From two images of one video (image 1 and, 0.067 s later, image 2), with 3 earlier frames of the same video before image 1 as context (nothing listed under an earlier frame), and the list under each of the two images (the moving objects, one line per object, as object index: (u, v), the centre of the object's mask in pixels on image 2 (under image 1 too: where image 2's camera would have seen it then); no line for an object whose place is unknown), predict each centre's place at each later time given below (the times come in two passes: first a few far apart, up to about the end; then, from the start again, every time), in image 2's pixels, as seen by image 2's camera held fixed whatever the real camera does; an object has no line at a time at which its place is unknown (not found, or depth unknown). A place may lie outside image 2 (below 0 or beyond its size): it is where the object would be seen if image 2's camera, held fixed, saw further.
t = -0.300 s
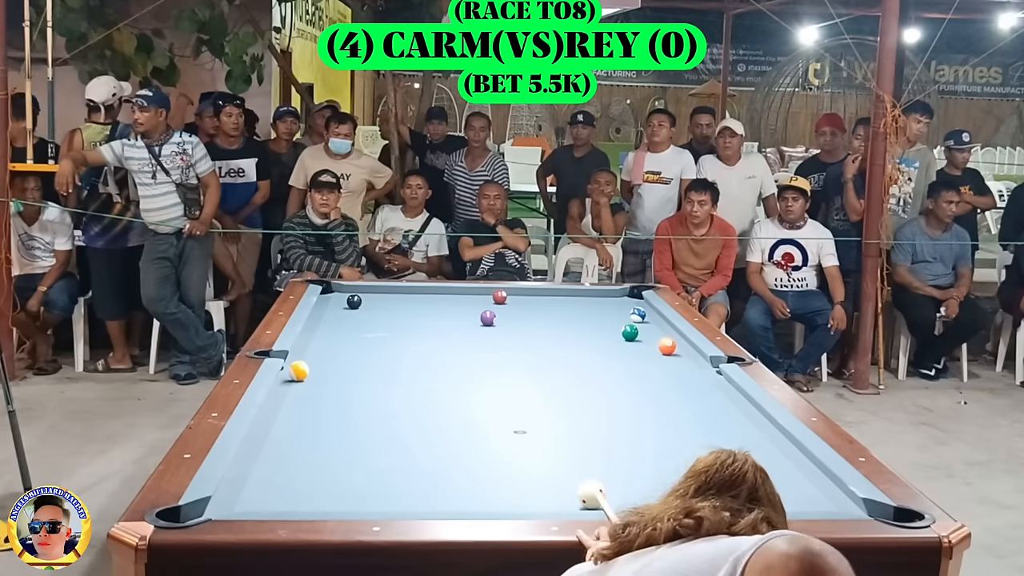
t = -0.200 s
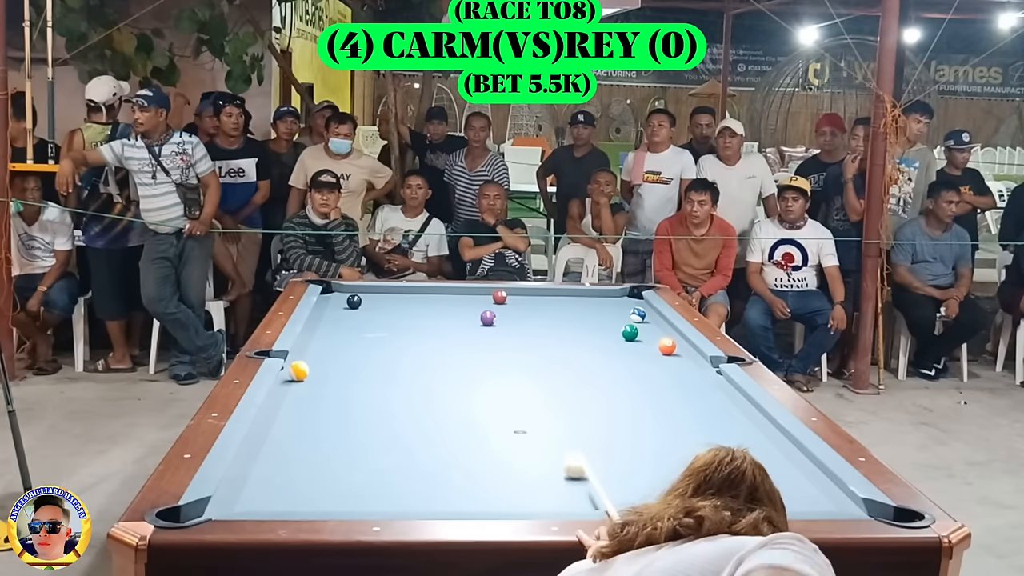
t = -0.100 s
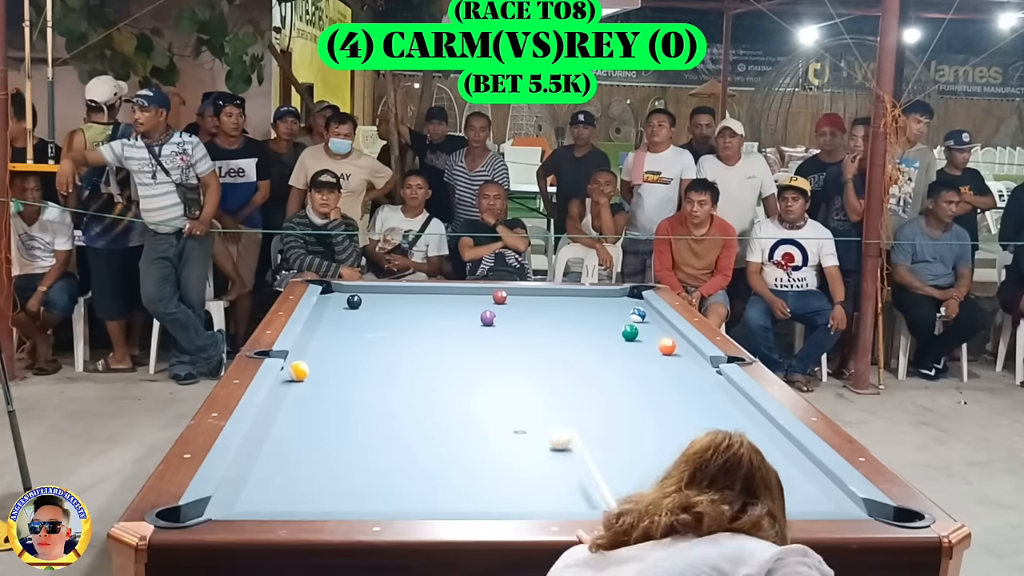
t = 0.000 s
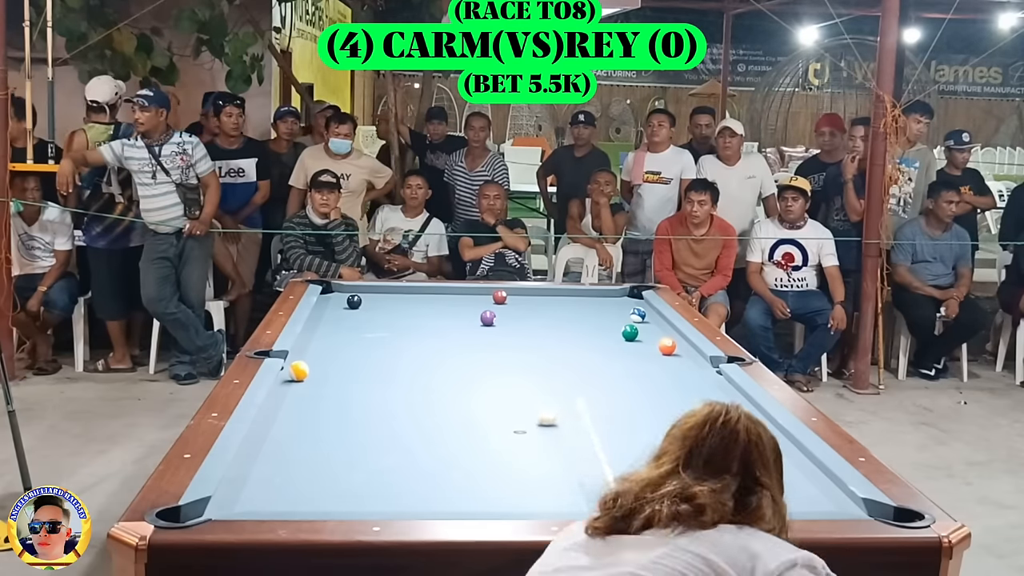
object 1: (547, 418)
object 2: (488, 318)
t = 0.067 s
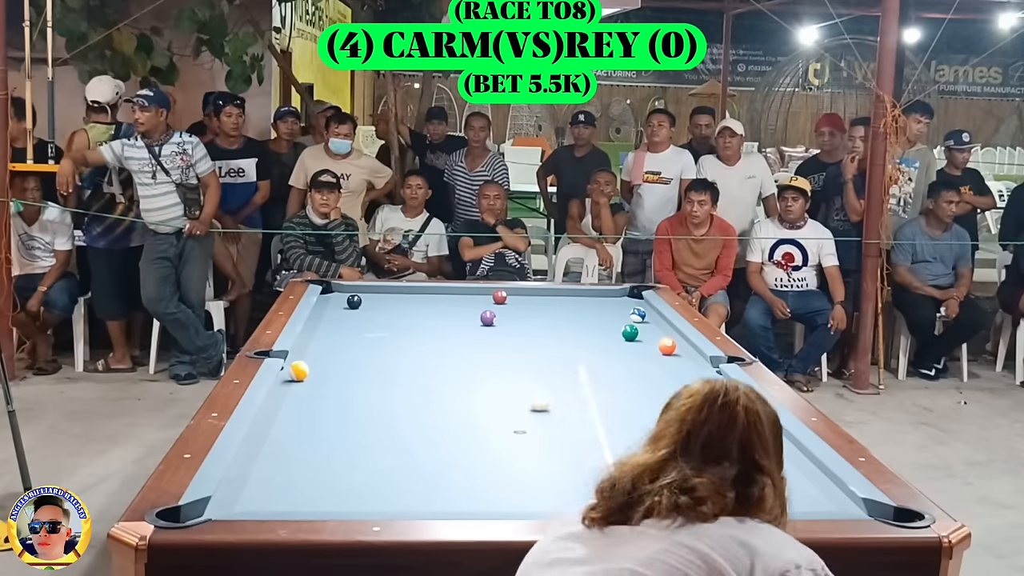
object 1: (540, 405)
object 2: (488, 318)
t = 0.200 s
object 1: (526, 379)
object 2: (488, 318)
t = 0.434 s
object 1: (506, 341)
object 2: (488, 318)
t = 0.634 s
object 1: (501, 320)
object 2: (481, 315)
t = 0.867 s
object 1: (529, 313)
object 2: (443, 300)
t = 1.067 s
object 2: (419, 290)
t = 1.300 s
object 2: (401, 294)
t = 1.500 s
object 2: (388, 299)
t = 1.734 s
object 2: (371, 305)
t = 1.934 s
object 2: (358, 310)
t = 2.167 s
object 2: (341, 316)
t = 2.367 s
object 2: (325, 322)
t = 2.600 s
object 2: (312, 328)
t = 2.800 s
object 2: (317, 333)
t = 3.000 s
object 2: (322, 337)
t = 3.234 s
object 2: (328, 342)
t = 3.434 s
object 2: (333, 347)
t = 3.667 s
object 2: (339, 352)
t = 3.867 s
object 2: (344, 357)
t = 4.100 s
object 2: (350, 362)
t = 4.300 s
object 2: (354, 366)
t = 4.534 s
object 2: (359, 370)
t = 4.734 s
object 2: (364, 374)
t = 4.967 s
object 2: (369, 378)
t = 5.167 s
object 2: (374, 381)
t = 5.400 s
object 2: (379, 385)
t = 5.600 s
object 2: (383, 388)
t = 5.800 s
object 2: (386, 390)
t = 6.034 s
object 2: (390, 393)
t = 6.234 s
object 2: (393, 395)
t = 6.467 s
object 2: (396, 397)
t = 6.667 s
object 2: (398, 399)
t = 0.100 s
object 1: (536, 398)
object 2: (488, 318)
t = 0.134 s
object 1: (532, 391)
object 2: (488, 318)
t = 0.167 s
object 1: (530, 385)
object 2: (488, 318)
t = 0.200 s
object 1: (526, 379)
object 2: (488, 318)
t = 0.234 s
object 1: (522, 370)
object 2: (488, 318)
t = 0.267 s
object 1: (520, 365)
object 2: (488, 318)
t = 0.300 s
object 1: (517, 360)
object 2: (488, 318)
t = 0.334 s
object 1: (514, 355)
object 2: (488, 318)
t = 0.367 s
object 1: (511, 350)
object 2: (488, 318)
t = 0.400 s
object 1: (508, 345)
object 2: (488, 318)
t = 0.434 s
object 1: (506, 341)
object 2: (488, 318)
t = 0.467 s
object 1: (504, 336)
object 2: (488, 318)
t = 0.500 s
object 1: (501, 333)
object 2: (488, 318)
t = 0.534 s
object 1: (500, 328)
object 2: (487, 318)
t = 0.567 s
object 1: (497, 325)
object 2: (486, 317)
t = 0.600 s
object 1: (496, 321)
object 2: (485, 317)
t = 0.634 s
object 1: (501, 320)
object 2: (481, 315)
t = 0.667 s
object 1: (506, 319)
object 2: (474, 312)
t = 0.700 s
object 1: (511, 319)
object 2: (468, 310)
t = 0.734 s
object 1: (515, 318)
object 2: (462, 308)
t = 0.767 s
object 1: (519, 317)
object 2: (457, 306)
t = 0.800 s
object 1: (523, 315)
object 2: (452, 304)
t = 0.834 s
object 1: (526, 314)
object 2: (448, 302)
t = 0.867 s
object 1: (529, 313)
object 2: (443, 300)
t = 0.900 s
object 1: (532, 311)
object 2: (439, 298)
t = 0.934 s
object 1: (536, 310)
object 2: (434, 297)
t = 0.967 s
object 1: (537, 309)
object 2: (430, 296)
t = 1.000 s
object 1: (537, 307)
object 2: (426, 294)
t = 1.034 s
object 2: (423, 292)
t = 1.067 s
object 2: (419, 290)
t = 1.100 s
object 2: (414, 289)
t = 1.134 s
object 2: (412, 289)
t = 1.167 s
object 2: (410, 290)
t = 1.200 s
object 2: (408, 291)
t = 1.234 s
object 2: (405, 293)
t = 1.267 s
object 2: (403, 293)
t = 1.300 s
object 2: (401, 294)
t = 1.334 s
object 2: (399, 295)
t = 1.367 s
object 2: (397, 296)
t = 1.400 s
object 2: (395, 296)
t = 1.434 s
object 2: (392, 297)
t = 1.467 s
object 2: (390, 299)
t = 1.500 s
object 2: (388, 299)
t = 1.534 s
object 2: (385, 300)
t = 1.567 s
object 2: (383, 301)
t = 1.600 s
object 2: (380, 301)
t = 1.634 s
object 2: (378, 302)
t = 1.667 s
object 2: (376, 303)
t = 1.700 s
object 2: (373, 304)
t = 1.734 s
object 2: (371, 305)
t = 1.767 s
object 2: (369, 306)
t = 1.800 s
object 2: (367, 306)
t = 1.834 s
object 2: (365, 307)
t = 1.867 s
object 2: (363, 308)
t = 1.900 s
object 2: (360, 309)
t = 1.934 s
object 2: (358, 310)
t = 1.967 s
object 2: (356, 310)
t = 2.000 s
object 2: (353, 311)
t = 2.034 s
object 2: (351, 312)
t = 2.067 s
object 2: (348, 313)
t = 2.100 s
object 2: (345, 314)
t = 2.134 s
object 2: (343, 315)
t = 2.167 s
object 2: (341, 316)
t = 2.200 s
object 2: (338, 317)
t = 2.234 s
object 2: (335, 318)
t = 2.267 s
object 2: (333, 319)
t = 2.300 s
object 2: (330, 320)
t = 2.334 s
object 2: (328, 321)
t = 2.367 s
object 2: (325, 322)
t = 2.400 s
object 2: (323, 322)
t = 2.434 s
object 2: (320, 323)
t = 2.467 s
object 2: (318, 324)
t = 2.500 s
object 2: (315, 325)
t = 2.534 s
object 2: (312, 326)
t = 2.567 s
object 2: (311, 327)
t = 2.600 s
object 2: (312, 328)
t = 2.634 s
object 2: (313, 329)
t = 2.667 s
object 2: (314, 329)
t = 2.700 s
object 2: (314, 330)
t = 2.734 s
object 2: (315, 331)
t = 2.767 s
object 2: (316, 332)
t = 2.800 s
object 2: (317, 333)
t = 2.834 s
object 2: (318, 333)
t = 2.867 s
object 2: (318, 334)
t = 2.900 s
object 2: (320, 335)
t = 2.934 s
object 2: (320, 336)
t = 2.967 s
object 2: (321, 337)
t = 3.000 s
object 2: (322, 337)
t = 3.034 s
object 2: (323, 338)
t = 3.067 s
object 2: (324, 339)
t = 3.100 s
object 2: (324, 340)
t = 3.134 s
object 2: (325, 340)
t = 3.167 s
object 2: (326, 341)
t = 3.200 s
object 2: (327, 342)
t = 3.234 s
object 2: (328, 342)
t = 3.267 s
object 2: (329, 343)
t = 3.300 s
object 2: (329, 344)
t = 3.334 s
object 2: (330, 345)
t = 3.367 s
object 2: (331, 346)
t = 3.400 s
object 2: (332, 346)
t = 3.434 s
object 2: (333, 347)
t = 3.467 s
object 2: (334, 348)
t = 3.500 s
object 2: (334, 349)
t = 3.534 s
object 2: (335, 349)
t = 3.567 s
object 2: (336, 350)
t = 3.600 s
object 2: (337, 351)
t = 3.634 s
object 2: (338, 351)
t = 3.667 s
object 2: (339, 352)
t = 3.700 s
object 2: (339, 353)
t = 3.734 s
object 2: (340, 354)
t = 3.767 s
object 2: (341, 355)
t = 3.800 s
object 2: (342, 355)
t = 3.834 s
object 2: (343, 356)
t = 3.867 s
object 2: (344, 357)
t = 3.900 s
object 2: (344, 358)
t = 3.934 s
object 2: (345, 358)
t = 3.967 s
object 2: (346, 359)
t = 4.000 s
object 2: (347, 360)
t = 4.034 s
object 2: (348, 360)
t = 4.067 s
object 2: (349, 361)
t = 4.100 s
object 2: (350, 362)
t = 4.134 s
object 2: (350, 362)
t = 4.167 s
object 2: (351, 363)
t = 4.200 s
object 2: (352, 364)
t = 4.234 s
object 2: (353, 364)
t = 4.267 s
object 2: (353, 365)
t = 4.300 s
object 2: (354, 366)
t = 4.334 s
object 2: (355, 366)
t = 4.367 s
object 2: (355, 366)
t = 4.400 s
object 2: (356, 367)
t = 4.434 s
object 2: (357, 368)
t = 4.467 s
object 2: (358, 369)
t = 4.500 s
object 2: (359, 369)
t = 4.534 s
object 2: (359, 370)
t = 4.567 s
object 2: (360, 370)
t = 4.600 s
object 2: (361, 371)
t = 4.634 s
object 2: (362, 372)
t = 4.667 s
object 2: (362, 372)
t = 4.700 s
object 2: (363, 373)
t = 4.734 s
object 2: (364, 374)
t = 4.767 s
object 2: (365, 375)
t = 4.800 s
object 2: (365, 375)
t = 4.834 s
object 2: (366, 376)
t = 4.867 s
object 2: (367, 376)
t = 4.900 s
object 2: (368, 377)
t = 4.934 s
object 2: (369, 377)
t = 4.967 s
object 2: (369, 378)
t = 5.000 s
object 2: (370, 378)
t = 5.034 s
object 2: (371, 379)
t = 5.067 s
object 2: (372, 380)
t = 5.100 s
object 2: (372, 380)
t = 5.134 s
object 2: (373, 381)
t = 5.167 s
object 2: (374, 381)
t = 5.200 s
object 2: (375, 382)
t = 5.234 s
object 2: (376, 382)
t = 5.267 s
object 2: (376, 383)
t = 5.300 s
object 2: (377, 383)
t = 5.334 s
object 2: (377, 384)
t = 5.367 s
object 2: (378, 384)
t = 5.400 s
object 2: (379, 385)
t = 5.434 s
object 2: (380, 385)
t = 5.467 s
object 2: (380, 386)
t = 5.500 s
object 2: (381, 387)
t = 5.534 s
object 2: (382, 387)
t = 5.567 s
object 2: (382, 387)
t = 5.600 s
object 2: (383, 388)
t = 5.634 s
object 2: (383, 388)
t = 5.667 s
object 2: (384, 388)
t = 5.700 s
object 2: (384, 389)
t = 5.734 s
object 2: (385, 389)
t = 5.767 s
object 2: (386, 389)
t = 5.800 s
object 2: (386, 390)
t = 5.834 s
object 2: (387, 391)
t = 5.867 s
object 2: (387, 391)
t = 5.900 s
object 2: (388, 391)
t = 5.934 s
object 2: (388, 392)
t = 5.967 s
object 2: (389, 392)
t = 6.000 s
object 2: (389, 392)
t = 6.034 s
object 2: (390, 393)
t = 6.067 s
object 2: (390, 393)
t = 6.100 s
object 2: (391, 394)
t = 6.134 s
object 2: (391, 394)
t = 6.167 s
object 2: (392, 394)
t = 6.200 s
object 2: (392, 395)
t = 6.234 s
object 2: (393, 395)
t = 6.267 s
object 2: (393, 395)
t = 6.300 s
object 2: (394, 396)
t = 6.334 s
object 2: (394, 396)
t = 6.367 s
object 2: (394, 396)
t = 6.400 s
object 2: (395, 397)
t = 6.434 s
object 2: (395, 397)
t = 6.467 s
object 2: (396, 397)
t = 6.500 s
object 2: (396, 397)
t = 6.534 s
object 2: (396, 398)
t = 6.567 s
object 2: (397, 398)
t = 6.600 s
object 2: (397, 398)
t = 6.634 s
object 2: (398, 398)
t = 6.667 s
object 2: (398, 399)
